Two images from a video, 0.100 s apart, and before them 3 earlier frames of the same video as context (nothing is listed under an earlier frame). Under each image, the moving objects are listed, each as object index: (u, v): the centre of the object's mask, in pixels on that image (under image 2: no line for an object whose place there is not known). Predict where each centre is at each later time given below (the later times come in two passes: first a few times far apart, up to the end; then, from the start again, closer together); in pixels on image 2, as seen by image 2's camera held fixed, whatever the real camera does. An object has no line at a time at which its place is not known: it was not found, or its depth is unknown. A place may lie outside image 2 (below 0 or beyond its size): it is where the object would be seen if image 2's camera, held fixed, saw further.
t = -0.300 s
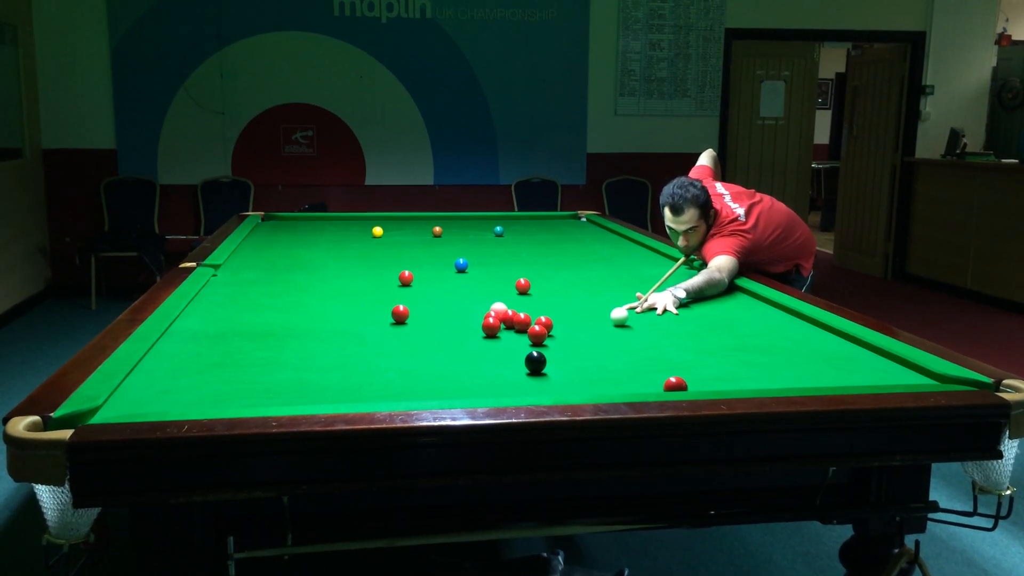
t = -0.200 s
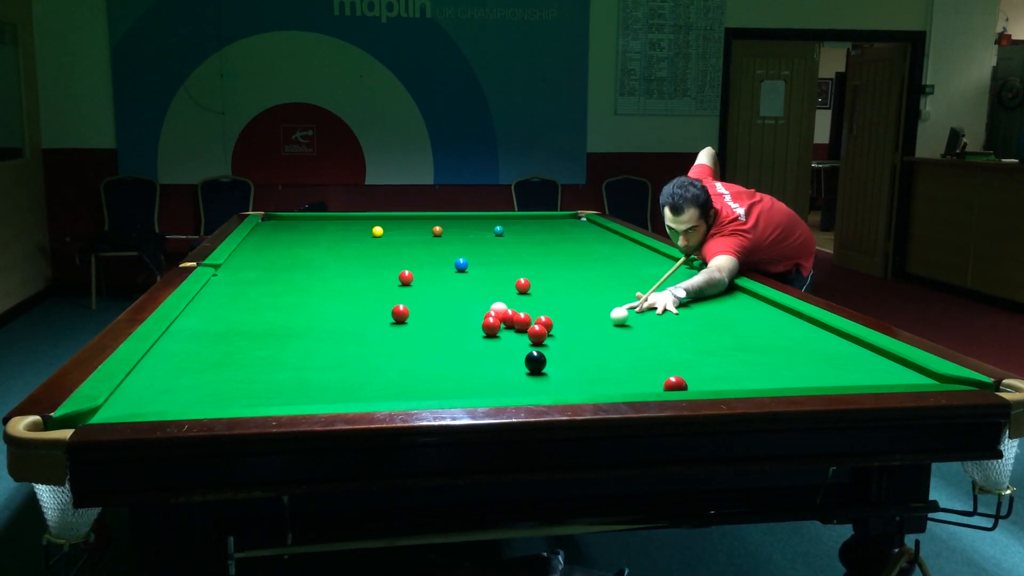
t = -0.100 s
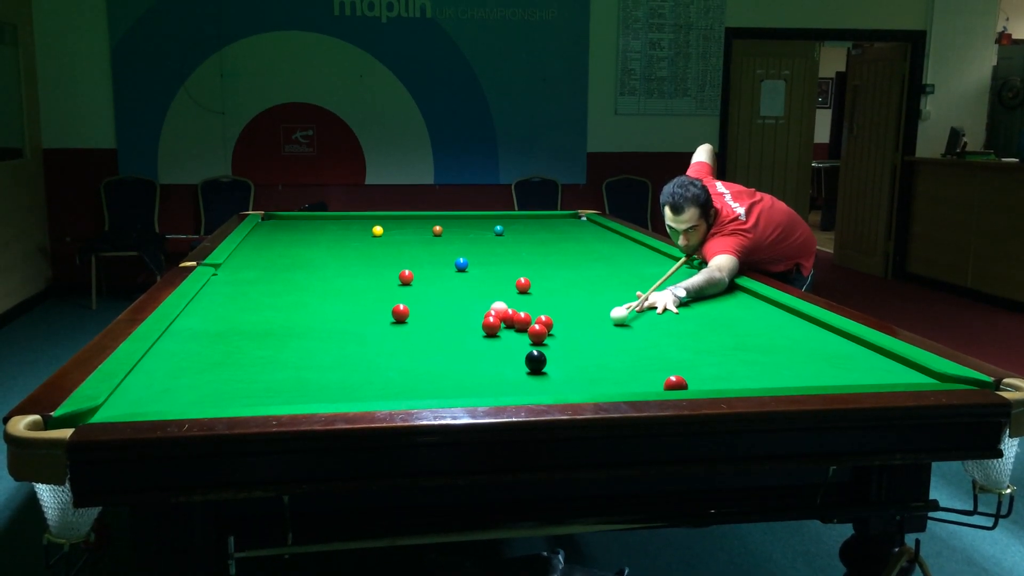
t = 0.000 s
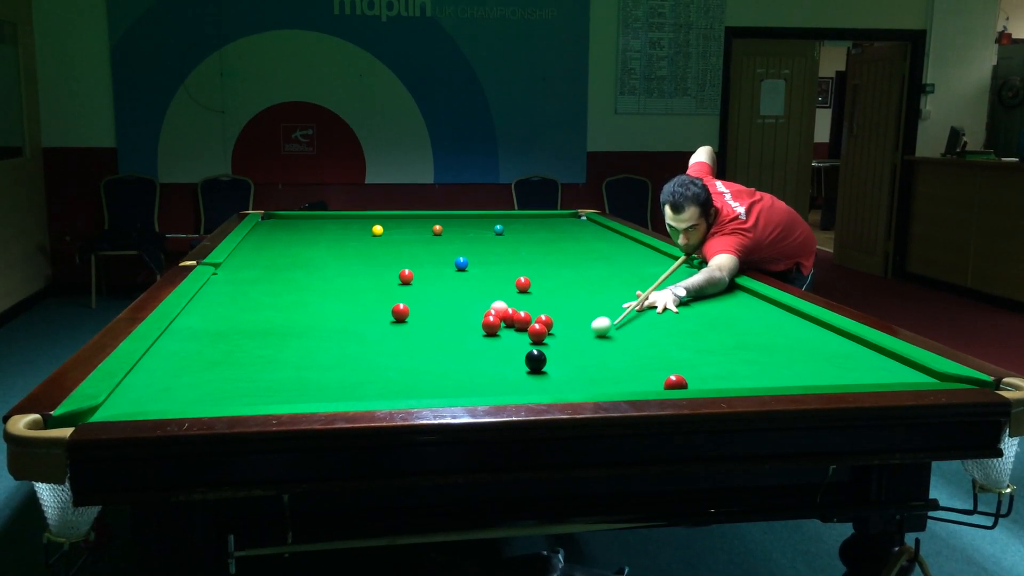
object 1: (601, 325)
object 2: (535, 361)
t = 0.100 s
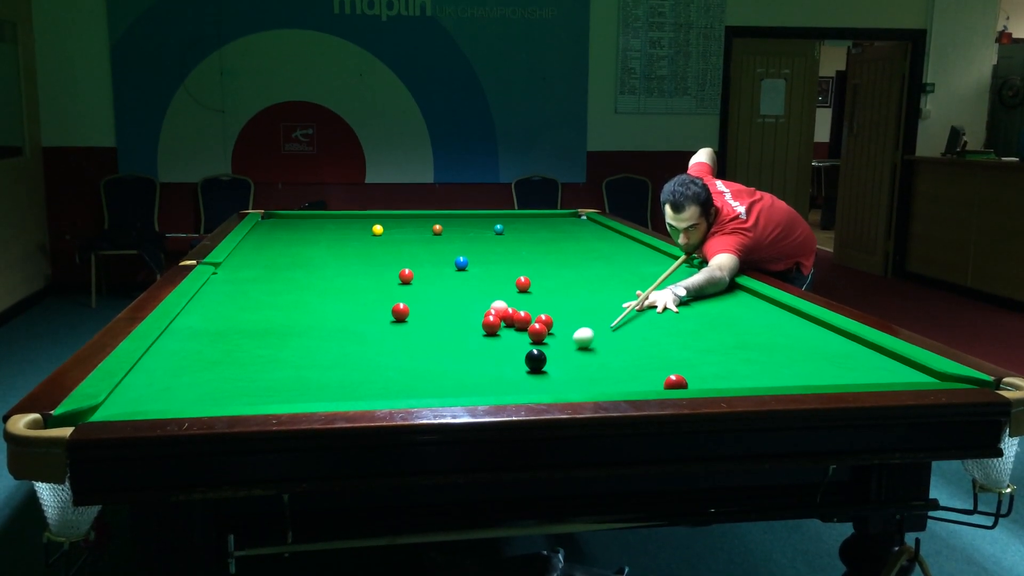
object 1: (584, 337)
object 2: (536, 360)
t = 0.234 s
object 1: (562, 351)
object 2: (535, 360)
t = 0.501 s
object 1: (576, 372)
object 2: (488, 366)
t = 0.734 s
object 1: (597, 386)
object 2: (441, 373)
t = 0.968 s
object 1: (603, 380)
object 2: (393, 379)
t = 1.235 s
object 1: (607, 367)
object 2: (339, 385)
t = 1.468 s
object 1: (611, 357)
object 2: (291, 391)
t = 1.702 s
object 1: (614, 348)
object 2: (244, 396)
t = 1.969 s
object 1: (618, 339)
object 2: (190, 400)
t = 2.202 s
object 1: (621, 333)
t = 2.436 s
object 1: (623, 327)
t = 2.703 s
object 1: (626, 321)
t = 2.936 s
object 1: (627, 317)
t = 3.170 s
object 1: (629, 313)
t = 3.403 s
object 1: (631, 310)
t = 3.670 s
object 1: (632, 306)
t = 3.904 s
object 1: (633, 304)
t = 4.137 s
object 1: (634, 301)
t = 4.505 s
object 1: (635, 299)
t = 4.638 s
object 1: (635, 298)
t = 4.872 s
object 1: (636, 297)
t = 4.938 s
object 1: (636, 297)
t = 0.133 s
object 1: (578, 341)
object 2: (535, 360)
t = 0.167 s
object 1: (573, 344)
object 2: (535, 360)
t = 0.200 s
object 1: (567, 348)
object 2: (535, 360)
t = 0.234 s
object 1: (562, 351)
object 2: (535, 360)
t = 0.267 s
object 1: (557, 355)
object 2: (535, 360)
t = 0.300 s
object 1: (557, 358)
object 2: (530, 361)
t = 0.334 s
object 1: (561, 360)
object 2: (522, 362)
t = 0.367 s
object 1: (564, 362)
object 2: (514, 363)
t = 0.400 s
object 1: (567, 365)
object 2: (508, 364)
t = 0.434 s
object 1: (570, 367)
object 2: (501, 365)
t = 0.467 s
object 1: (573, 370)
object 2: (494, 365)
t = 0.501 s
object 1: (576, 372)
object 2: (488, 366)
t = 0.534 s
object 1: (579, 375)
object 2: (481, 367)
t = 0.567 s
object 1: (581, 378)
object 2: (474, 368)
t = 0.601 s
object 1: (585, 380)
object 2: (468, 369)
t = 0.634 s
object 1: (587, 382)
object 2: (461, 370)
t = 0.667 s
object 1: (590, 384)
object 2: (454, 371)
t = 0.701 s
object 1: (594, 385)
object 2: (447, 372)
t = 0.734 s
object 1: (597, 386)
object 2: (441, 373)
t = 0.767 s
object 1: (599, 387)
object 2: (434, 373)
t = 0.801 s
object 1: (600, 385)
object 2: (427, 374)
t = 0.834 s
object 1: (600, 384)
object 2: (420, 375)
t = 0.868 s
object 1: (601, 384)
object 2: (414, 376)
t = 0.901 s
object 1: (601, 382)
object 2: (407, 377)
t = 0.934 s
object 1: (602, 381)
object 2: (400, 378)
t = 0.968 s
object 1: (603, 380)
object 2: (393, 379)
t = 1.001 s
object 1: (603, 379)
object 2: (387, 379)
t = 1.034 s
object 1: (604, 377)
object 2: (380, 380)
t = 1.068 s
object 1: (604, 375)
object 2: (373, 381)
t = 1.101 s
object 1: (605, 374)
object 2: (366, 382)
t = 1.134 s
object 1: (605, 372)
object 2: (359, 383)
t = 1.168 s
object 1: (606, 370)
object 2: (352, 384)
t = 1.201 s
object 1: (607, 369)
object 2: (346, 385)
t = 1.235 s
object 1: (607, 367)
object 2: (339, 385)
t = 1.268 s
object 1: (607, 366)
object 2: (332, 386)
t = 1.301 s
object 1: (608, 364)
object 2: (325, 387)
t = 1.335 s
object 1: (609, 363)
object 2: (318, 388)
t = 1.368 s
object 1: (609, 361)
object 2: (312, 389)
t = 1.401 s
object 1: (609, 360)
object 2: (305, 389)
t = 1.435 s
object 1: (610, 359)
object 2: (298, 390)
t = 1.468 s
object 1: (611, 357)
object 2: (291, 391)
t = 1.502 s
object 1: (611, 356)
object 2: (284, 392)
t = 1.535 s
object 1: (612, 354)
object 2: (278, 393)
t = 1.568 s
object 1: (612, 353)
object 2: (271, 393)
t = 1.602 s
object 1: (613, 352)
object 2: (264, 394)
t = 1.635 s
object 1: (613, 351)
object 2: (257, 394)
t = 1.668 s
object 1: (614, 349)
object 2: (251, 395)
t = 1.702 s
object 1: (614, 348)
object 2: (244, 396)
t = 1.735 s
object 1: (615, 347)
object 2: (237, 396)
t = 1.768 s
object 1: (615, 346)
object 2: (230, 397)
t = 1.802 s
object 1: (616, 345)
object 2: (224, 397)
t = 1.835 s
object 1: (616, 344)
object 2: (217, 398)
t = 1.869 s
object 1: (617, 343)
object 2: (210, 398)
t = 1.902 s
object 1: (617, 341)
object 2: (203, 399)
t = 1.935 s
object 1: (617, 340)
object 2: (197, 399)
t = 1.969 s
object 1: (618, 339)
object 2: (190, 400)
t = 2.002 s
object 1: (618, 338)
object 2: (184, 400)
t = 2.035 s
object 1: (619, 337)
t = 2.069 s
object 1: (619, 336)
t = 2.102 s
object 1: (620, 335)
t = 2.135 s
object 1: (620, 334)
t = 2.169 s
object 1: (620, 333)
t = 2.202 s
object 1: (621, 333)
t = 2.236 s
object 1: (621, 332)
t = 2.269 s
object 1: (621, 331)
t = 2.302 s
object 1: (622, 330)
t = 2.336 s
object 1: (622, 329)
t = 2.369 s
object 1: (622, 328)
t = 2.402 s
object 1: (623, 328)
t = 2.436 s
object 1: (623, 327)
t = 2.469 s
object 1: (623, 326)
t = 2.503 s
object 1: (624, 325)
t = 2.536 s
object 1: (624, 325)
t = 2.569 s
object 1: (624, 324)
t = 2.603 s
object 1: (625, 323)
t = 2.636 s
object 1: (625, 322)
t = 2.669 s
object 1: (625, 322)
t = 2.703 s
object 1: (626, 321)
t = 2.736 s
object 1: (626, 320)
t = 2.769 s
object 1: (626, 320)
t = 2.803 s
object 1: (626, 319)
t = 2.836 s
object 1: (626, 318)
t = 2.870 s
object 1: (627, 318)
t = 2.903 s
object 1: (627, 317)
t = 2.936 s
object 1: (627, 317)
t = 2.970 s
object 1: (628, 316)
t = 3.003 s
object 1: (628, 316)
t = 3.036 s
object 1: (628, 315)
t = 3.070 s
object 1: (628, 314)
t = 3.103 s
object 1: (629, 314)
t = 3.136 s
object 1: (629, 313)
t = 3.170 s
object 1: (629, 313)
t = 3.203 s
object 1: (629, 312)
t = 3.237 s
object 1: (630, 312)
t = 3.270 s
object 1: (630, 311)
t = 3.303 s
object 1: (630, 311)
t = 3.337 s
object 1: (630, 310)
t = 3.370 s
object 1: (630, 310)
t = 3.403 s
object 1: (631, 310)
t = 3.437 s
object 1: (631, 309)
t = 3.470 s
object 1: (631, 309)
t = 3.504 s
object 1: (631, 308)
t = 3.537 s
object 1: (631, 308)
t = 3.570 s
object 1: (632, 308)
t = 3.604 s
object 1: (632, 307)
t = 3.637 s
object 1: (632, 307)
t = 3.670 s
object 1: (632, 306)
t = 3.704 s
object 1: (632, 306)
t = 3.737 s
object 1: (632, 306)
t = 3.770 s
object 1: (633, 305)
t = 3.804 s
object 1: (633, 305)
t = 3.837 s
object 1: (633, 304)
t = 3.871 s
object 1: (633, 304)
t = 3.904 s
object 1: (633, 304)
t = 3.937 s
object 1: (633, 303)
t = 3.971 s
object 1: (633, 303)
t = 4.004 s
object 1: (633, 303)
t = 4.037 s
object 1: (633, 302)
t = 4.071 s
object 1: (634, 302)
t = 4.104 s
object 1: (634, 302)
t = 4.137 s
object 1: (634, 301)
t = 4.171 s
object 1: (634, 301)
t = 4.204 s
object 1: (634, 301)
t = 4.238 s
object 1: (634, 301)
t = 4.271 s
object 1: (632, 300)
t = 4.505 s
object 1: (635, 299)
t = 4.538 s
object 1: (635, 298)
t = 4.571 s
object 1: (635, 298)
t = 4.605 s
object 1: (635, 298)
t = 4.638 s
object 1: (635, 298)
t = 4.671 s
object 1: (635, 298)
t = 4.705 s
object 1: (635, 298)
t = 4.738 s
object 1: (635, 298)
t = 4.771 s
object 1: (635, 298)
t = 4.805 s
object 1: (636, 297)
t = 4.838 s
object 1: (636, 297)
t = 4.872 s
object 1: (636, 297)
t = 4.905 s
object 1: (636, 297)
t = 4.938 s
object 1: (636, 297)
